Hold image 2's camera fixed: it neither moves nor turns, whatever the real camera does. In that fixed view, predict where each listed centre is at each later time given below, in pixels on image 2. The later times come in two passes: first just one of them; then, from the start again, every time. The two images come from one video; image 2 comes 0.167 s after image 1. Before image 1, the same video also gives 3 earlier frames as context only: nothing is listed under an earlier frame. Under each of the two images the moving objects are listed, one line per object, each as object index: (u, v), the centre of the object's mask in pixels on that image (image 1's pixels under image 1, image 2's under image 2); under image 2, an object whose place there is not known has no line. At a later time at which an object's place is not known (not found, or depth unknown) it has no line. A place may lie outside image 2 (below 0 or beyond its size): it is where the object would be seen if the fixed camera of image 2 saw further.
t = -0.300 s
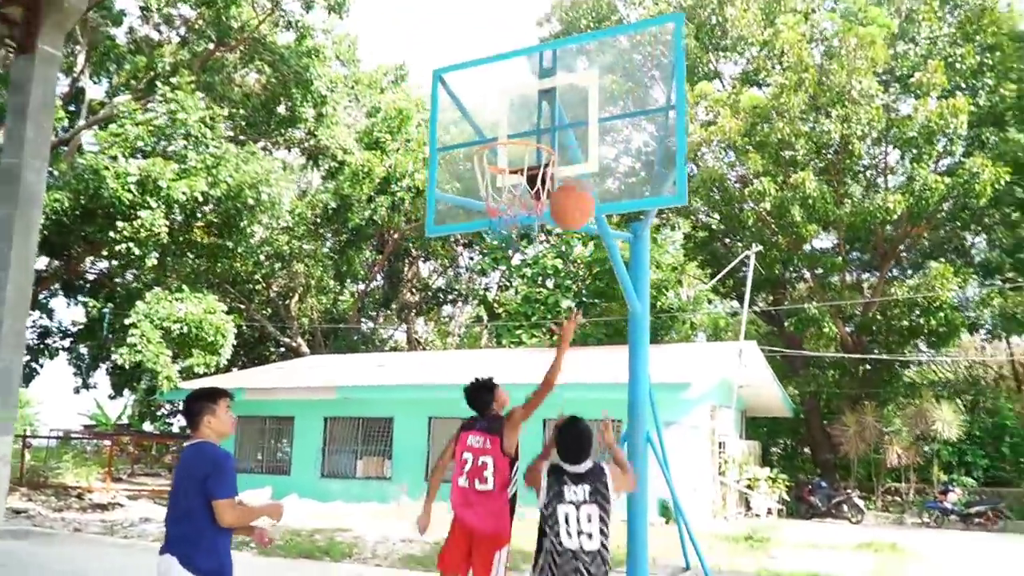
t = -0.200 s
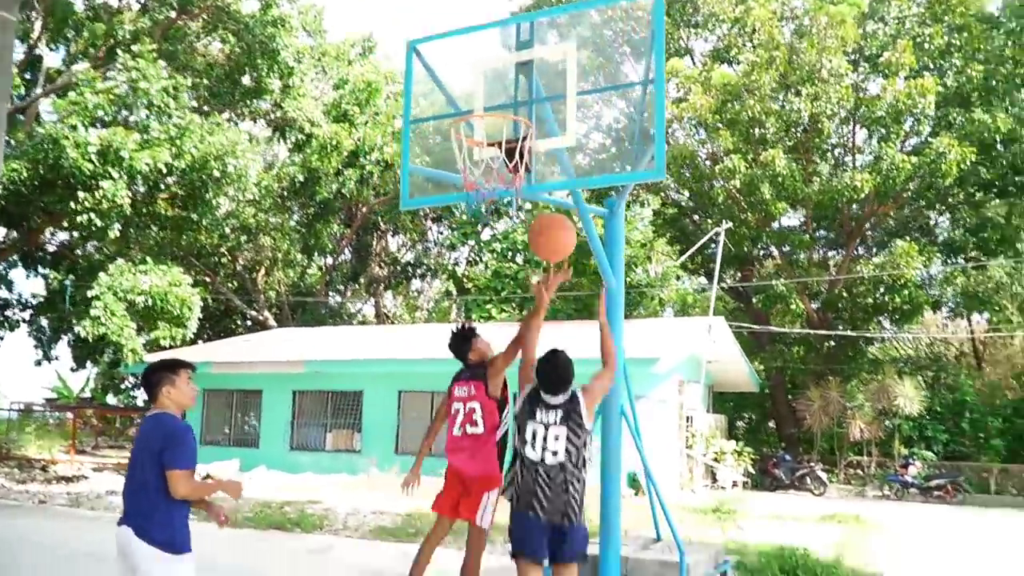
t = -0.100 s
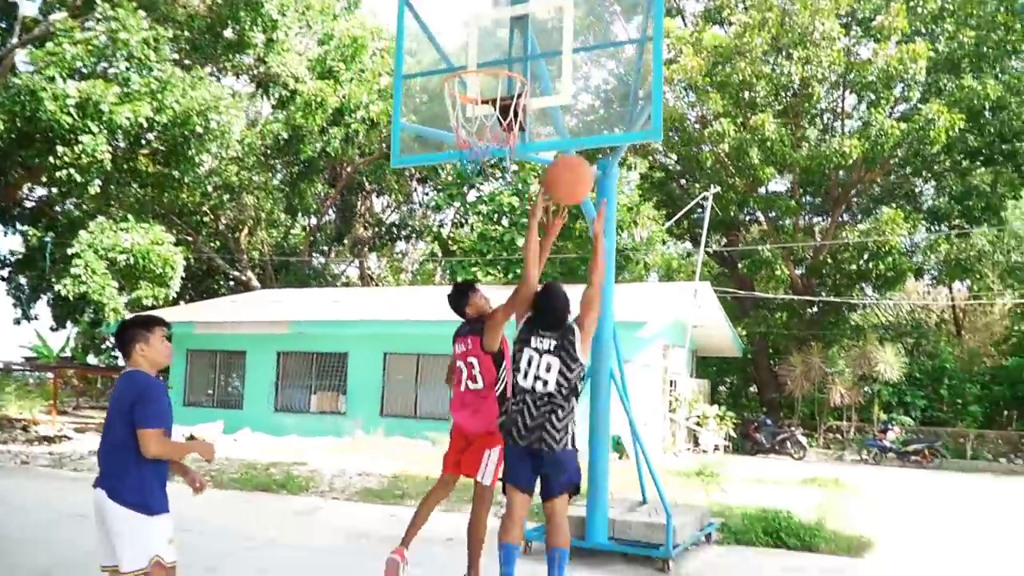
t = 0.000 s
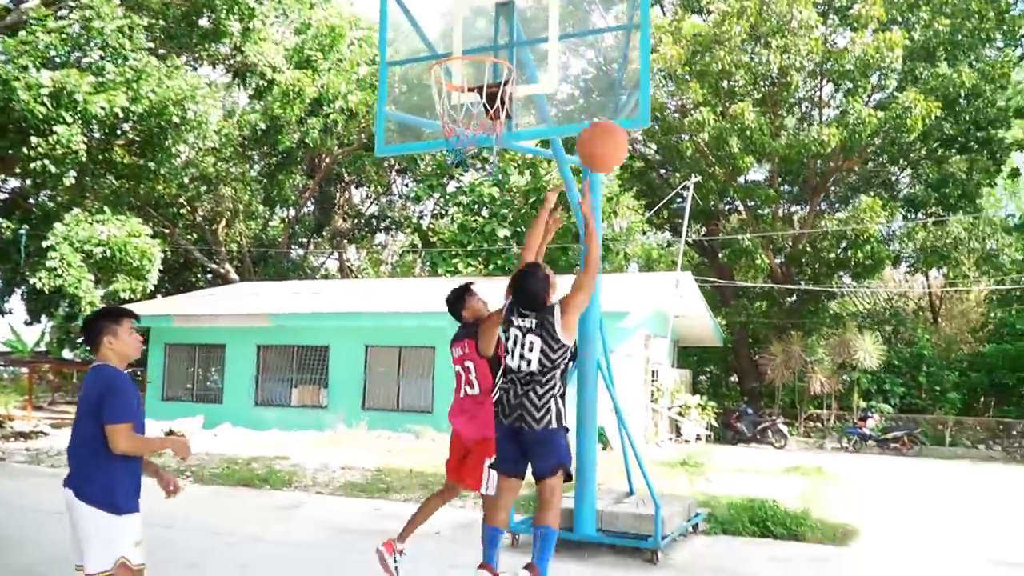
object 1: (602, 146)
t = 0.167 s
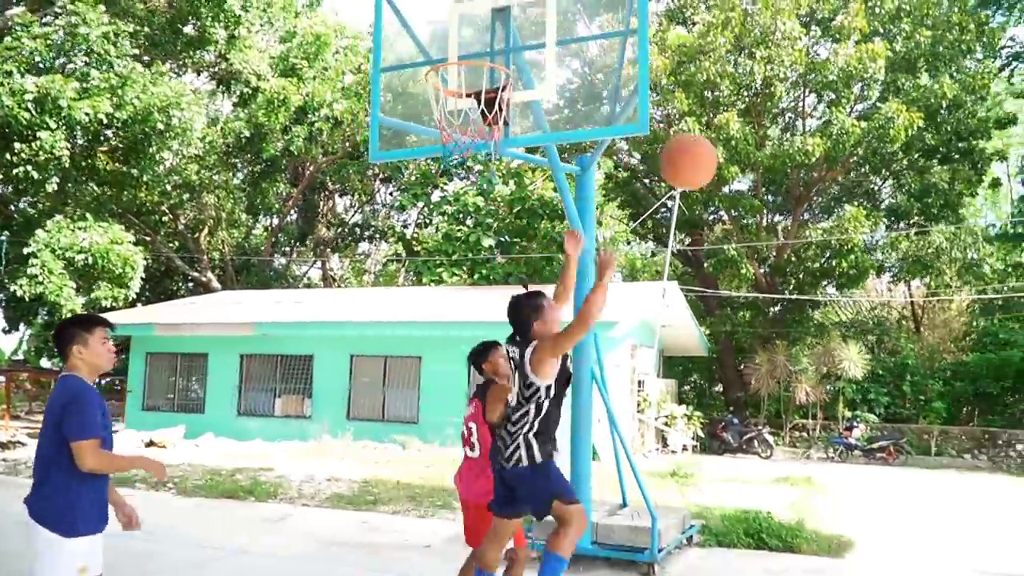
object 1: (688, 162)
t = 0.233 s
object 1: (729, 182)
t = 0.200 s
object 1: (708, 170)
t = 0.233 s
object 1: (729, 182)
